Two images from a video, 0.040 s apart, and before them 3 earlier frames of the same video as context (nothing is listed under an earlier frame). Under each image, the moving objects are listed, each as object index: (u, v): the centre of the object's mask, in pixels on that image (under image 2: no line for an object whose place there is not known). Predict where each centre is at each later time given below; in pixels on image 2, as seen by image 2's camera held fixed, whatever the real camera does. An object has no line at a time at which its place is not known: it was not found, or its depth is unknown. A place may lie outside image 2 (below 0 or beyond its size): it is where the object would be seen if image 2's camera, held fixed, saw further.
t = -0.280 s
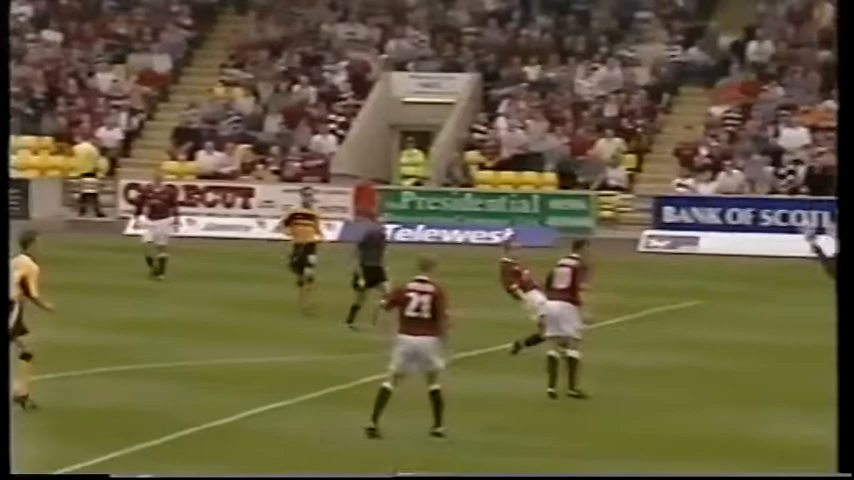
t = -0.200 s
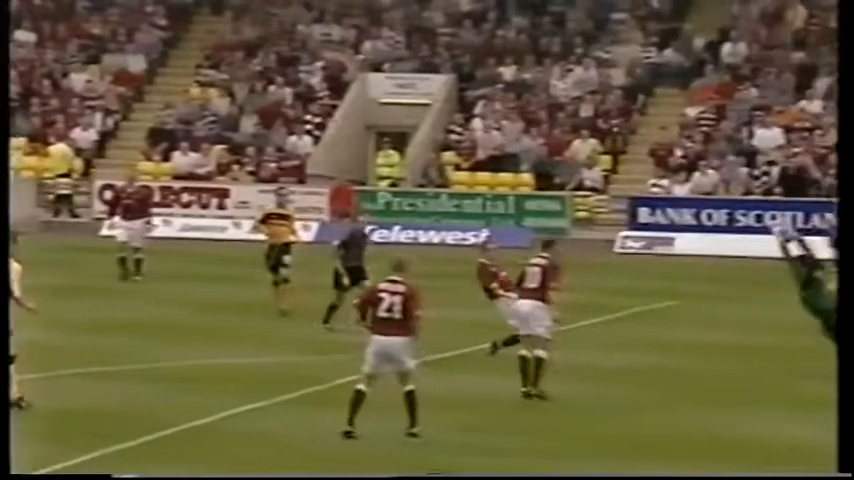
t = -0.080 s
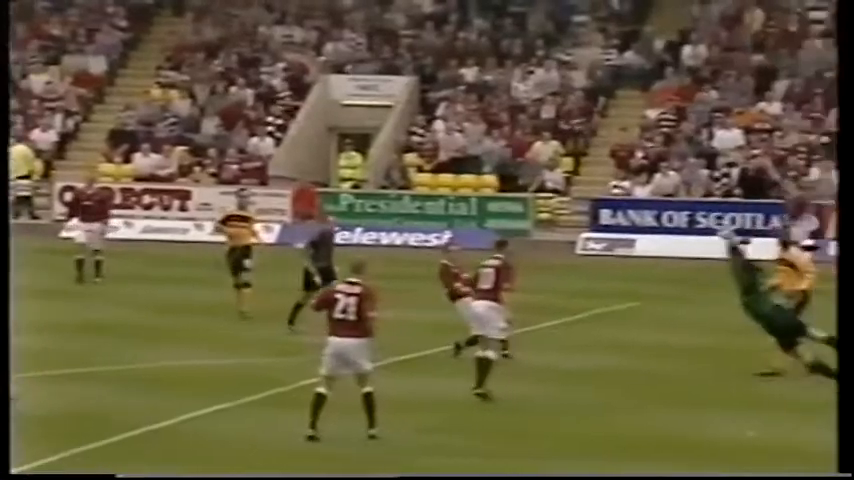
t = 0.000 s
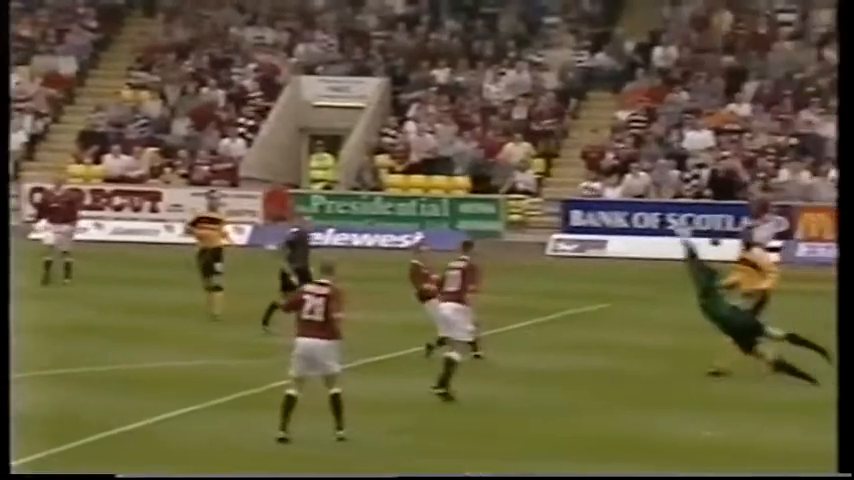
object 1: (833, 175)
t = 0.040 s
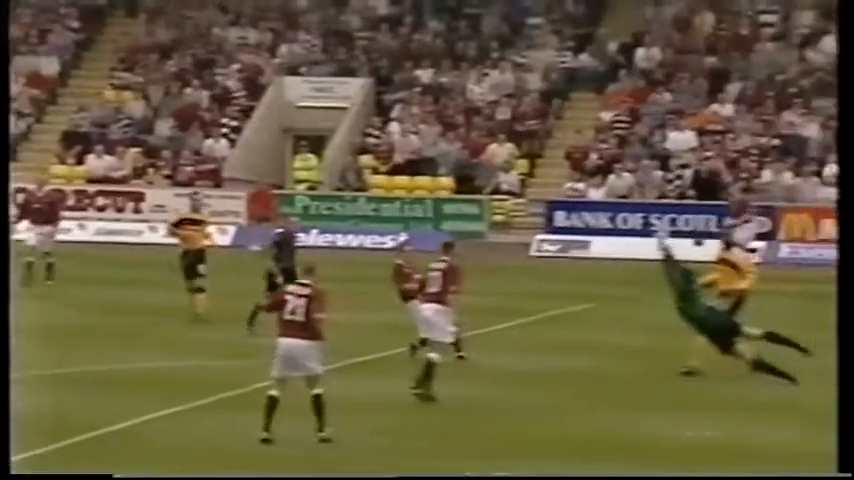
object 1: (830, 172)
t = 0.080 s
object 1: (845, 166)
